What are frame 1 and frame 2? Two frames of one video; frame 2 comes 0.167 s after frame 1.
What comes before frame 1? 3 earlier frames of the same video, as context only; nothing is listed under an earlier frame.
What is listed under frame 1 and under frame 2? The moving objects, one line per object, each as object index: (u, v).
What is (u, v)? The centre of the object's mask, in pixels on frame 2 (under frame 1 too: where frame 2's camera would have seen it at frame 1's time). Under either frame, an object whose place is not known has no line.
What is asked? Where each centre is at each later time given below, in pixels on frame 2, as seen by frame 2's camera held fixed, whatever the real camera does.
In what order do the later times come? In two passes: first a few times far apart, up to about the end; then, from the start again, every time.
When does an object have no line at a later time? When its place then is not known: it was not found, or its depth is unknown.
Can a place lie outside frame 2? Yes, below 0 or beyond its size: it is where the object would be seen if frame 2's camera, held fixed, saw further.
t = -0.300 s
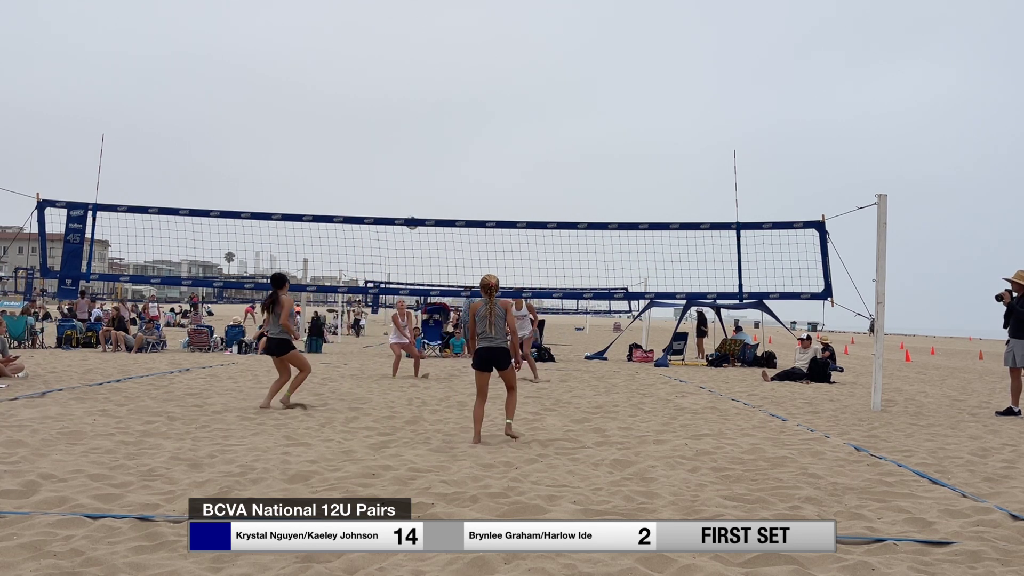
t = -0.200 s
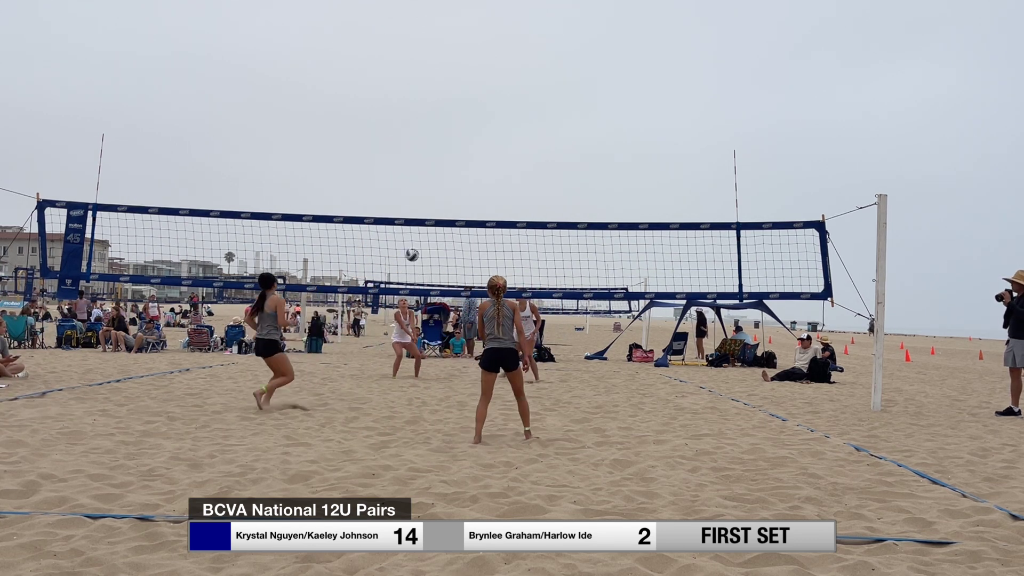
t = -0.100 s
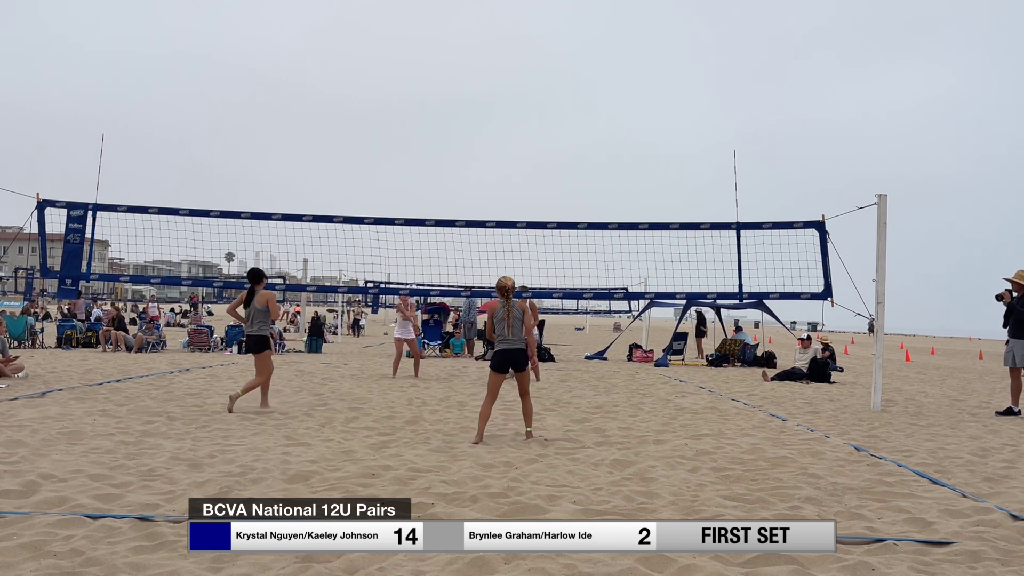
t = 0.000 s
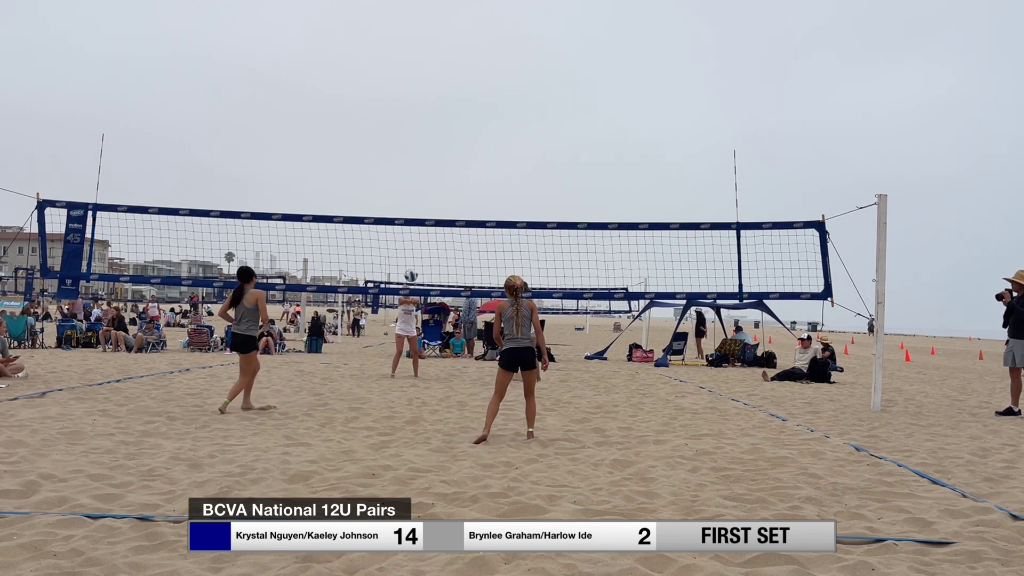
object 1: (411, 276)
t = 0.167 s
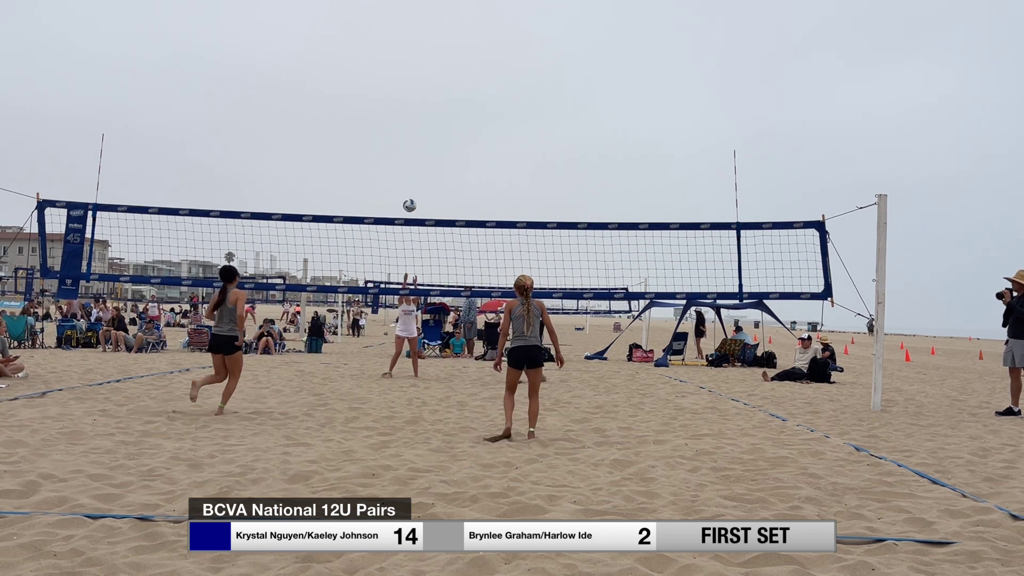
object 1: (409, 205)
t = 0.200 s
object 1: (409, 194)
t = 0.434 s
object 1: (407, 131)
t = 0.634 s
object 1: (403, 105)
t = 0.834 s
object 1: (398, 103)
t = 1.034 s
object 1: (392, 127)
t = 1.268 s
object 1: (384, 187)
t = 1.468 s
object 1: (375, 264)
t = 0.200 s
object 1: (409, 194)
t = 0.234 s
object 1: (409, 183)
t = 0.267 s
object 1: (409, 172)
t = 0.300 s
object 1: (408, 163)
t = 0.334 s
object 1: (408, 154)
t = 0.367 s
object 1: (408, 146)
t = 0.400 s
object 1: (407, 138)
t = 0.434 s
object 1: (407, 131)
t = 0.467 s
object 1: (406, 125)
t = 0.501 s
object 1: (406, 120)
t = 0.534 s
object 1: (405, 115)
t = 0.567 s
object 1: (404, 111)
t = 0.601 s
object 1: (404, 107)
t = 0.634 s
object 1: (403, 105)
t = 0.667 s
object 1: (403, 103)
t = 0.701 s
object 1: (402, 102)
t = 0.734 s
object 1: (401, 101)
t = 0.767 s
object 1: (400, 101)
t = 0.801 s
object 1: (399, 102)
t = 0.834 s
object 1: (398, 103)
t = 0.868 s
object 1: (397, 106)
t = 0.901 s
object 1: (397, 109)
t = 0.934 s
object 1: (396, 112)
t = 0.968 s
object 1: (395, 117)
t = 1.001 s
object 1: (394, 122)
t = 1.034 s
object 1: (392, 127)
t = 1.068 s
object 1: (391, 134)
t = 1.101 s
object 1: (390, 141)
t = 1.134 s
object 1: (389, 149)
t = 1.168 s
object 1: (388, 158)
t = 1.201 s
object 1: (387, 167)
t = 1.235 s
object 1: (385, 176)
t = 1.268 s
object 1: (384, 187)
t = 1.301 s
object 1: (382, 198)
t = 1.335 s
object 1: (381, 210)
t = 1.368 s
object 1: (379, 227)
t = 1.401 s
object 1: (378, 236)
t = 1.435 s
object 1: (377, 249)
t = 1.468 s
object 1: (375, 264)
